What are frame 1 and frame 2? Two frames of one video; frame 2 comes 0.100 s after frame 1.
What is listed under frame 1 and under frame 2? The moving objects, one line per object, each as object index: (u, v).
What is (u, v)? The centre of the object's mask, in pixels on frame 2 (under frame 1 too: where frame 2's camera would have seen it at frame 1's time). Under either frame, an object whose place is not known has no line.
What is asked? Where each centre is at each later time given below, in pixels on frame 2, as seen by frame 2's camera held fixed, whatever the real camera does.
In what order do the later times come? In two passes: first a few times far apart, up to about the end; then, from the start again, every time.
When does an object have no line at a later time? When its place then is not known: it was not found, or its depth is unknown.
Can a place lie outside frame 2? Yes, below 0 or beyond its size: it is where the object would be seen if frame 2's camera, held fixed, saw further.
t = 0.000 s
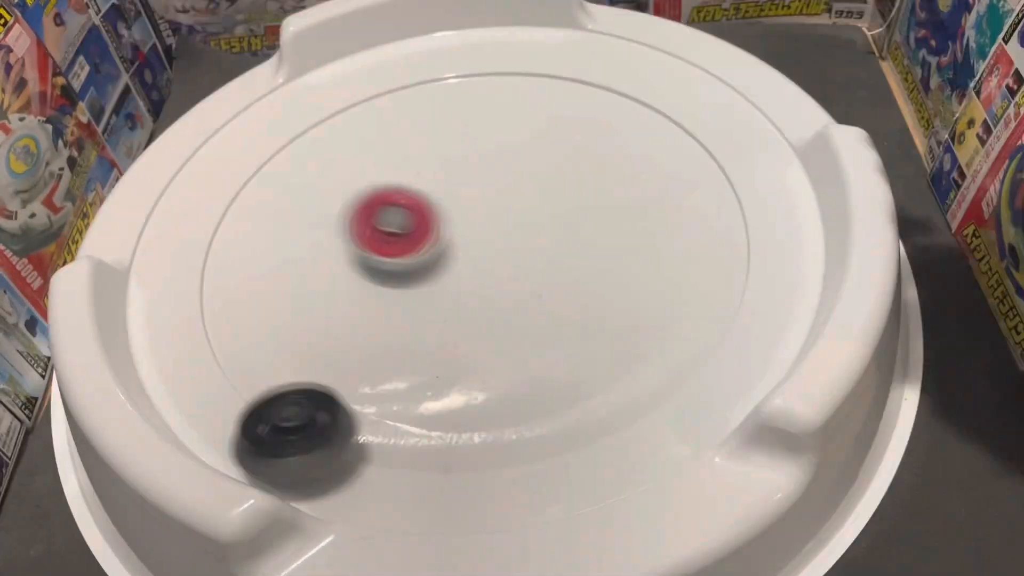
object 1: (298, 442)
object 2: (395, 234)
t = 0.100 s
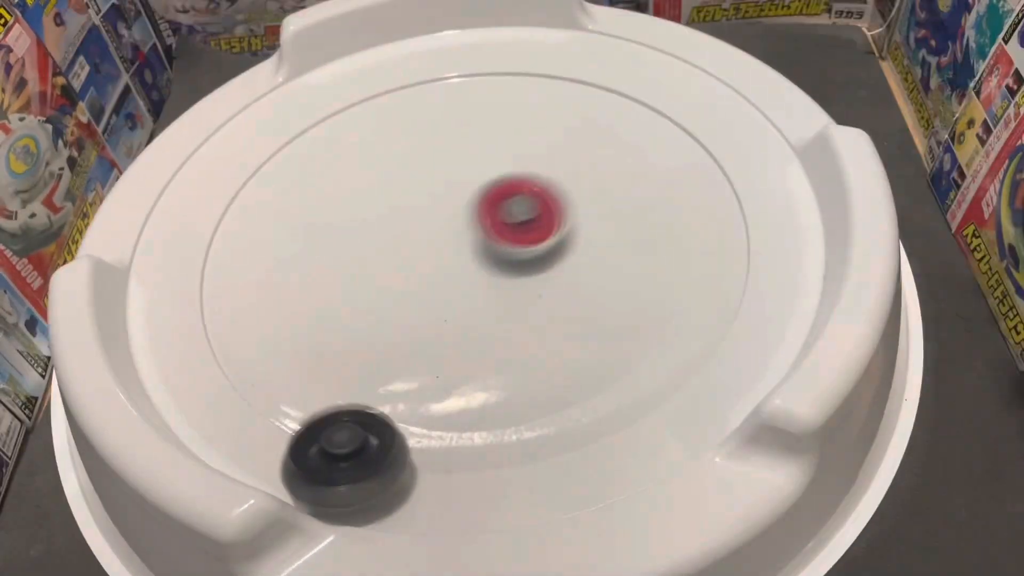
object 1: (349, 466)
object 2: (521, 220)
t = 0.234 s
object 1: (411, 446)
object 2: (616, 123)
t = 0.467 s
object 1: (469, 238)
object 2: (446, 80)
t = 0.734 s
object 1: (165, 295)
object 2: (448, 134)
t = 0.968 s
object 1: (405, 378)
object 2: (567, 154)
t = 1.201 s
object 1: (416, 173)
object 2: (622, 81)
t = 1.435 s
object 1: (176, 321)
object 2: (632, 108)
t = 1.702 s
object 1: (519, 338)
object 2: (615, 150)
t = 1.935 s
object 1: (261, 251)
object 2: (771, 31)
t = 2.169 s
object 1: (299, 307)
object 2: (860, 42)
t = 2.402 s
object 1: (489, 179)
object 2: (857, 43)
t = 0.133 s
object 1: (361, 469)
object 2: (556, 202)
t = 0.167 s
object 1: (377, 468)
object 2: (584, 179)
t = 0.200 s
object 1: (394, 460)
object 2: (604, 155)
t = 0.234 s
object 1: (411, 446)
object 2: (616, 123)
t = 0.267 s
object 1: (435, 432)
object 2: (619, 94)
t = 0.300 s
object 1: (462, 408)
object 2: (597, 75)
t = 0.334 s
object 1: (488, 376)
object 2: (559, 76)
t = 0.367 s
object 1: (501, 342)
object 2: (527, 78)
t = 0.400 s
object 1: (502, 304)
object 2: (499, 75)
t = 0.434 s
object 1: (491, 270)
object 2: (472, 74)
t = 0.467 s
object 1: (469, 238)
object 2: (446, 80)
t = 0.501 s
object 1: (437, 209)
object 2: (425, 91)
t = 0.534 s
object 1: (395, 190)
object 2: (412, 108)
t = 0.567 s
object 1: (338, 193)
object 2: (413, 103)
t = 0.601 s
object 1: (280, 202)
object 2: (417, 103)
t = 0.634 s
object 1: (222, 207)
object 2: (424, 106)
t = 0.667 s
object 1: (200, 229)
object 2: (435, 113)
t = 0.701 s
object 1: (185, 263)
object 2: (441, 124)
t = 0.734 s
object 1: (165, 295)
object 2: (448, 134)
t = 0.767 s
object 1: (174, 321)
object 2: (461, 143)
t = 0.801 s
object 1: (184, 341)
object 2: (477, 152)
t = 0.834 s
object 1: (212, 377)
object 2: (496, 158)
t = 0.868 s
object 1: (246, 388)
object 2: (515, 161)
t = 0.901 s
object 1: (290, 394)
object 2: (533, 162)
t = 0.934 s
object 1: (344, 392)
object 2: (550, 160)
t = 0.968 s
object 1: (405, 378)
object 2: (567, 154)
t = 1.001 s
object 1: (462, 354)
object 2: (581, 147)
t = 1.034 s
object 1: (505, 319)
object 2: (591, 137)
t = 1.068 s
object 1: (534, 280)
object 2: (597, 127)
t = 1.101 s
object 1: (548, 237)
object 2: (597, 116)
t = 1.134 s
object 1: (546, 195)
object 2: (596, 108)
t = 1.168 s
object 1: (511, 169)
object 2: (609, 94)
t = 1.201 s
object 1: (416, 173)
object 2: (622, 81)
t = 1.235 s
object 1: (335, 172)
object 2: (628, 88)
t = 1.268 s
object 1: (257, 176)
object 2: (632, 100)
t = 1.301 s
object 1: (221, 187)
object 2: (635, 103)
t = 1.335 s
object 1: (201, 221)
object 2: (633, 107)
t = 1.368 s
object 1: (175, 246)
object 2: (632, 109)
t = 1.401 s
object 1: (162, 278)
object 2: (631, 110)
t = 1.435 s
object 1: (176, 321)
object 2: (632, 108)
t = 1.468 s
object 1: (187, 348)
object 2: (633, 107)
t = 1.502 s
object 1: (210, 370)
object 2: (633, 106)
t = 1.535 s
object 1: (243, 386)
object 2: (632, 106)
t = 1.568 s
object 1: (289, 395)
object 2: (630, 108)
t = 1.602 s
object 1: (346, 399)
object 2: (627, 115)
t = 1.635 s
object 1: (410, 389)
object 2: (623, 125)
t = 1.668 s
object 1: (472, 367)
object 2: (620, 137)
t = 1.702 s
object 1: (519, 338)
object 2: (615, 150)
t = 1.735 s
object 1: (554, 297)
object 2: (612, 162)
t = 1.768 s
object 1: (570, 258)
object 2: (611, 175)
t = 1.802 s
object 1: (507, 254)
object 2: (669, 125)
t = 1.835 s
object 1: (432, 256)
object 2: (725, 73)
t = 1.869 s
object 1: (356, 263)
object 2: (739, 40)
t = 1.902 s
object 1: (304, 259)
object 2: (751, 36)
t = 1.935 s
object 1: (261, 251)
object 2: (771, 31)
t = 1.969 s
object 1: (229, 247)
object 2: (798, 29)
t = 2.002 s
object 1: (216, 248)
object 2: (823, 36)
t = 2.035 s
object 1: (222, 259)
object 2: (843, 53)
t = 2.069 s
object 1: (231, 274)
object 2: (864, 51)
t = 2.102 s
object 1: (243, 290)
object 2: (861, 48)
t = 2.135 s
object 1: (266, 302)
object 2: (861, 45)
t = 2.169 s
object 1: (299, 307)
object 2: (860, 42)
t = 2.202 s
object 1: (340, 306)
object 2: (857, 41)
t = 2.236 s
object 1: (380, 297)
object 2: (856, 41)
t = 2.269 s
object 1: (418, 281)
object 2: (855, 41)
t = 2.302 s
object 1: (449, 259)
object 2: (855, 42)
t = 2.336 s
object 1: (471, 233)
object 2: (856, 42)
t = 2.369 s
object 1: (484, 206)
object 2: (857, 42)
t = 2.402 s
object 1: (489, 179)
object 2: (857, 43)
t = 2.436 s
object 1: (484, 152)
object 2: (857, 43)
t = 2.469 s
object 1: (472, 128)
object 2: (857, 43)
